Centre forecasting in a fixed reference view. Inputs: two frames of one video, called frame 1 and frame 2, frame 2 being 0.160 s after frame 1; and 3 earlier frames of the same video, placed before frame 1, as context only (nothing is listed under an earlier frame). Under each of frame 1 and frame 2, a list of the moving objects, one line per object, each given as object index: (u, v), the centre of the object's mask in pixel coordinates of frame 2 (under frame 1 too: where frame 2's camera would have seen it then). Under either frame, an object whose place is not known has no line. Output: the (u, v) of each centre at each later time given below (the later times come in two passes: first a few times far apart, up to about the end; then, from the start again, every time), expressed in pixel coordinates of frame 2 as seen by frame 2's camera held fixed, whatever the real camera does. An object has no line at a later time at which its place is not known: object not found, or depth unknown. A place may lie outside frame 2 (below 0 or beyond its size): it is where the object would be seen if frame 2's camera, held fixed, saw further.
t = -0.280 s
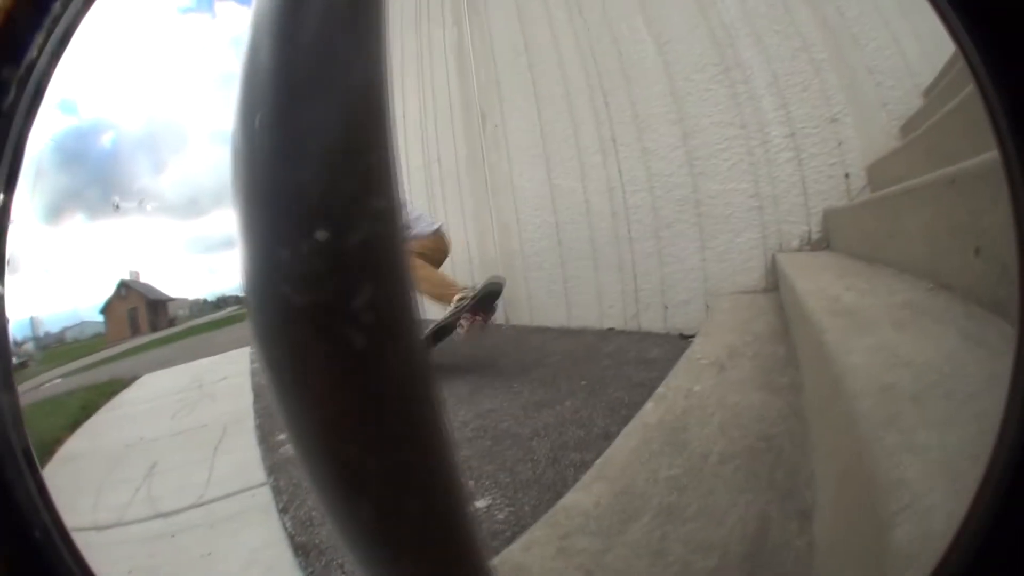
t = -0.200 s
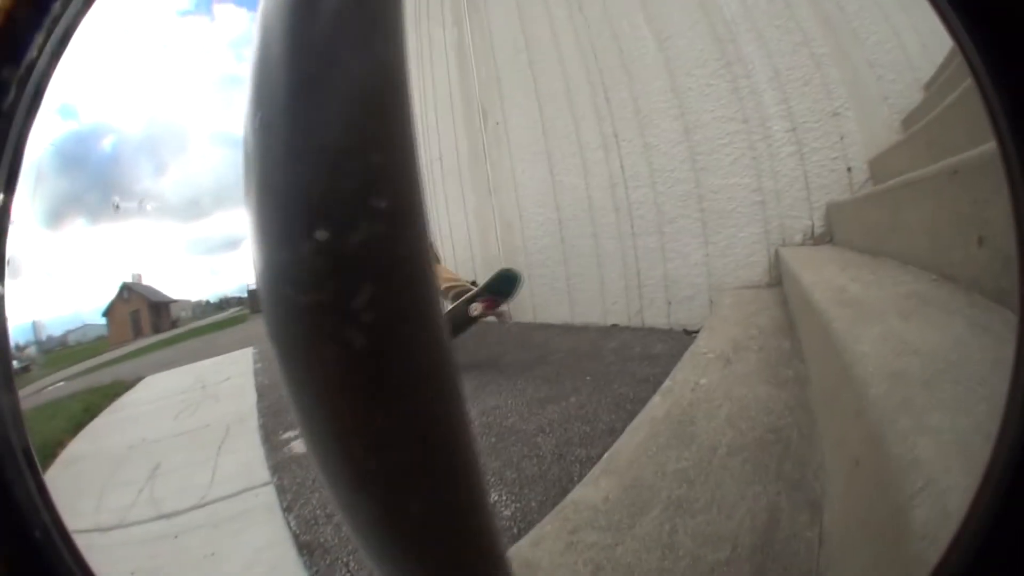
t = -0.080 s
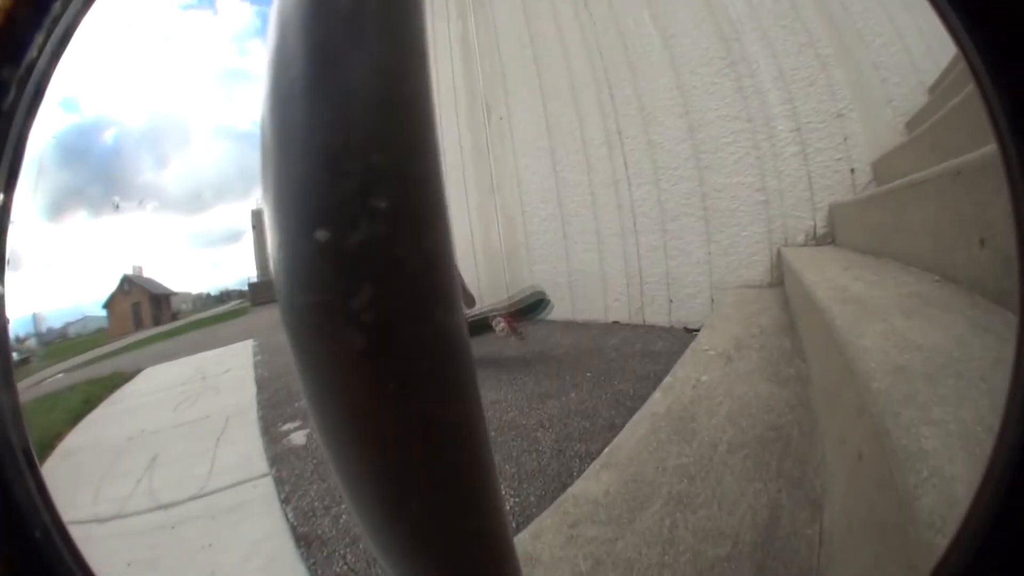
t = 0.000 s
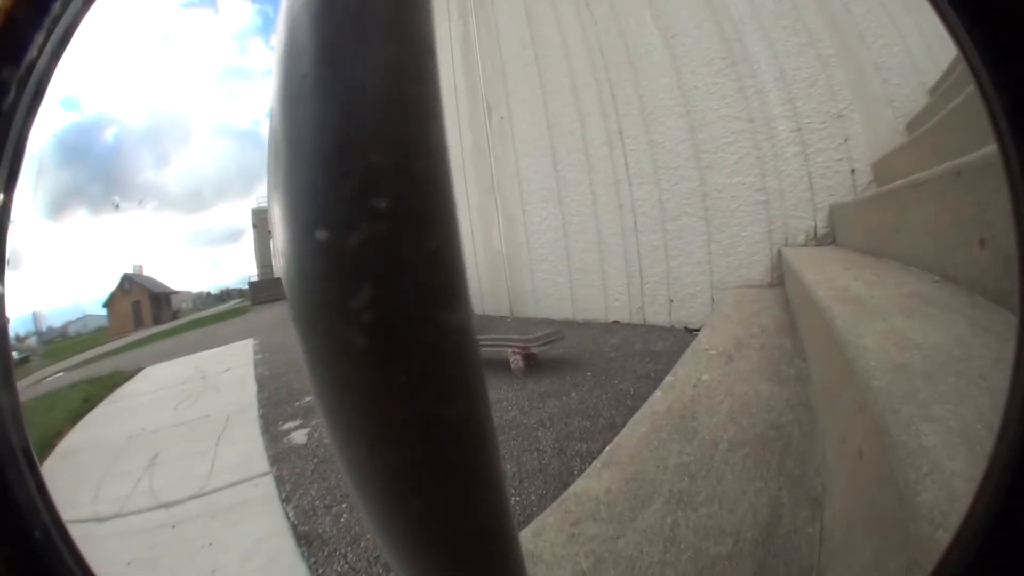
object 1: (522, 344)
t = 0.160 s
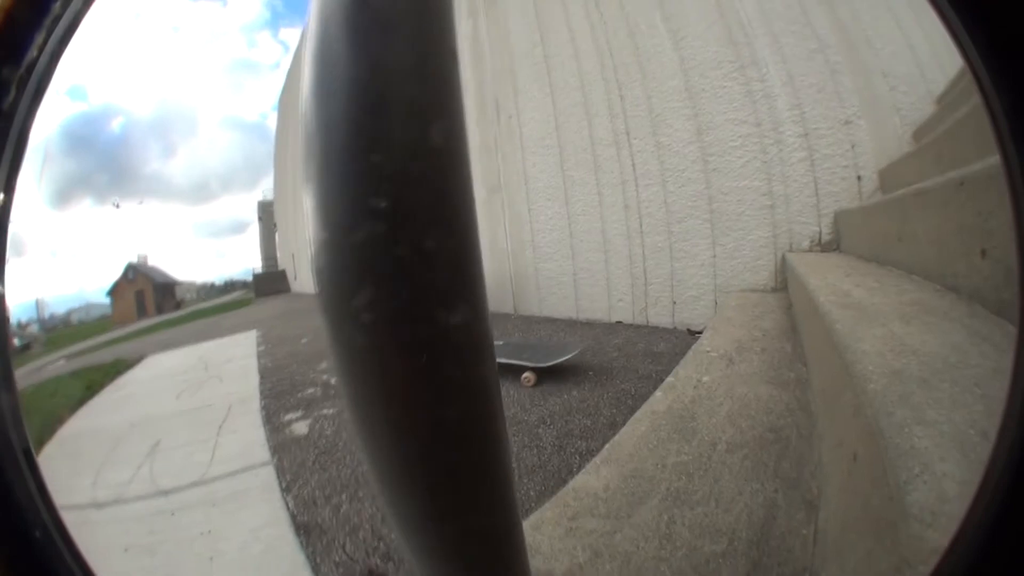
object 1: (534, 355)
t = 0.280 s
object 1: (542, 354)
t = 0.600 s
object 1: (576, 355)
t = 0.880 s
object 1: (593, 360)
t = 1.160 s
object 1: (593, 363)
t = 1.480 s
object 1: (584, 359)
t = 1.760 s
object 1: (559, 362)
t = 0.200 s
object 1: (536, 355)
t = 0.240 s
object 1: (539, 356)
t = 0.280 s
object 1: (542, 354)
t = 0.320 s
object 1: (543, 352)
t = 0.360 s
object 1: (545, 352)
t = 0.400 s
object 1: (548, 352)
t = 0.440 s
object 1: (551, 353)
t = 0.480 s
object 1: (557, 356)
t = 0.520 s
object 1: (562, 354)
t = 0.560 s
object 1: (567, 354)
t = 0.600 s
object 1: (576, 355)
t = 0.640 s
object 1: (585, 355)
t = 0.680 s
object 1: (587, 358)
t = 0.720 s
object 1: (590, 356)
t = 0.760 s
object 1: (590, 359)
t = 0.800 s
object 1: (591, 360)
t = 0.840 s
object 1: (592, 360)
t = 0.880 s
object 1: (593, 360)
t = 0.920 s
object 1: (594, 360)
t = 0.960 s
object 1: (594, 357)
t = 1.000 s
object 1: (593, 360)
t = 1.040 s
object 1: (592, 361)
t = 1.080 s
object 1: (593, 359)
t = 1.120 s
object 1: (594, 359)
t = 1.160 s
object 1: (593, 363)
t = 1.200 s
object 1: (592, 360)
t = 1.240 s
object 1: (591, 360)
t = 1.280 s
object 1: (589, 362)
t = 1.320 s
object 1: (588, 362)
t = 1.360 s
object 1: (588, 362)
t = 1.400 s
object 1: (587, 359)
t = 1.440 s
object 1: (586, 359)
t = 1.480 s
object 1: (584, 359)
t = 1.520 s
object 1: (581, 359)
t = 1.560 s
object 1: (579, 361)
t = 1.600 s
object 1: (575, 359)
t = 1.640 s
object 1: (570, 359)
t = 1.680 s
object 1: (566, 361)
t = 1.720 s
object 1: (563, 360)
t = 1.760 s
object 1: (559, 362)
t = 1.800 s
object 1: (552, 361)
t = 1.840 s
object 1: (543, 363)
